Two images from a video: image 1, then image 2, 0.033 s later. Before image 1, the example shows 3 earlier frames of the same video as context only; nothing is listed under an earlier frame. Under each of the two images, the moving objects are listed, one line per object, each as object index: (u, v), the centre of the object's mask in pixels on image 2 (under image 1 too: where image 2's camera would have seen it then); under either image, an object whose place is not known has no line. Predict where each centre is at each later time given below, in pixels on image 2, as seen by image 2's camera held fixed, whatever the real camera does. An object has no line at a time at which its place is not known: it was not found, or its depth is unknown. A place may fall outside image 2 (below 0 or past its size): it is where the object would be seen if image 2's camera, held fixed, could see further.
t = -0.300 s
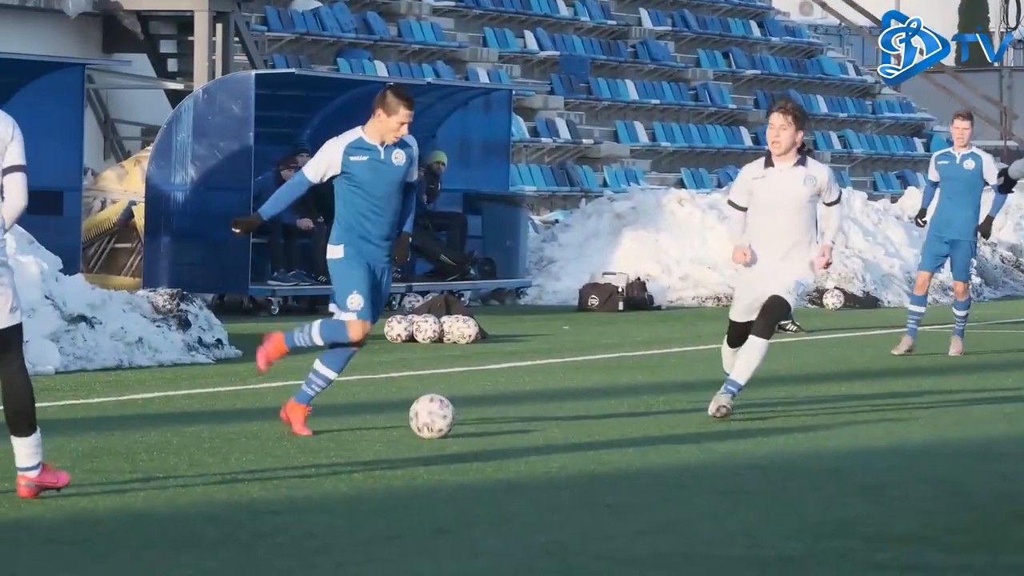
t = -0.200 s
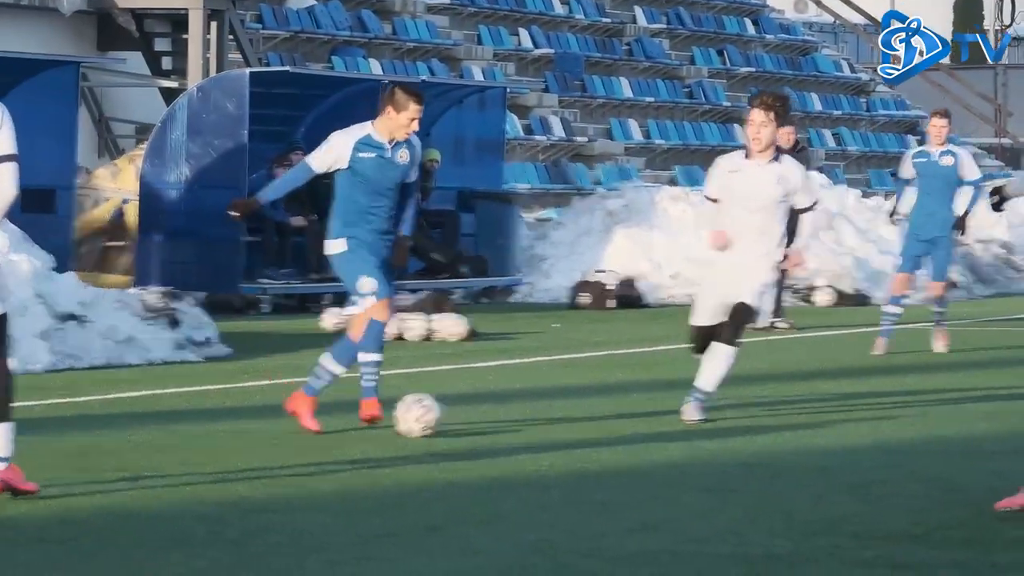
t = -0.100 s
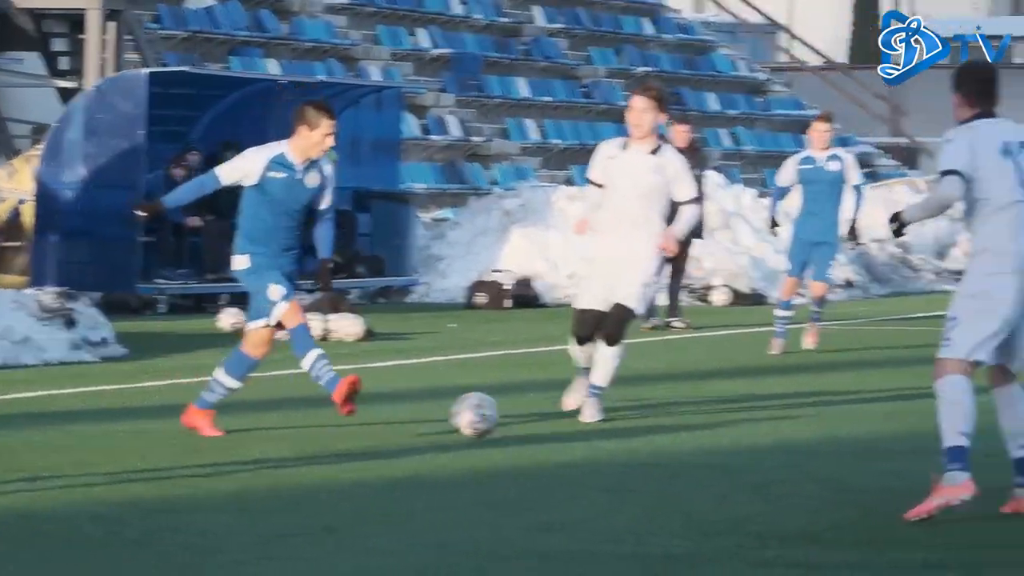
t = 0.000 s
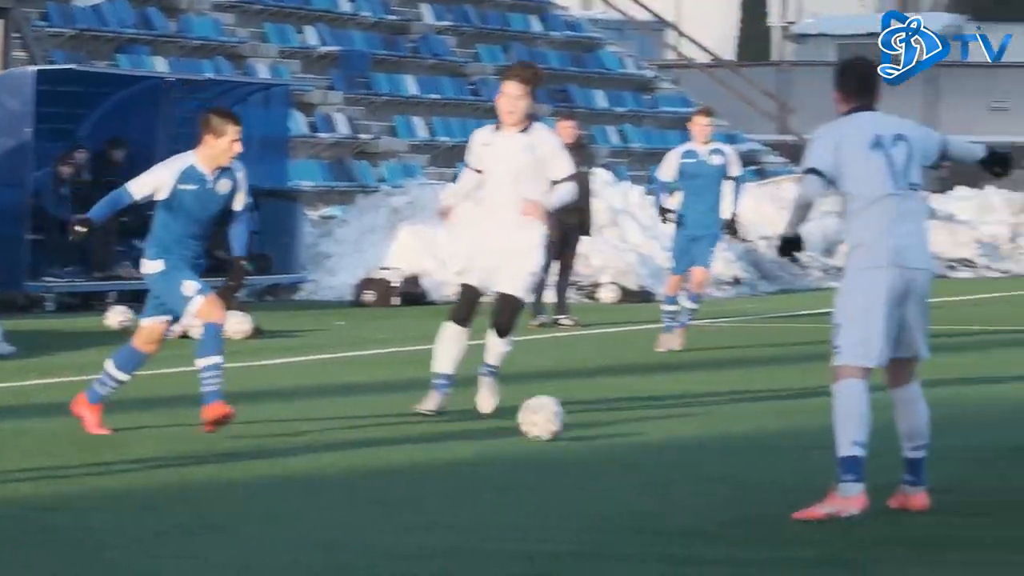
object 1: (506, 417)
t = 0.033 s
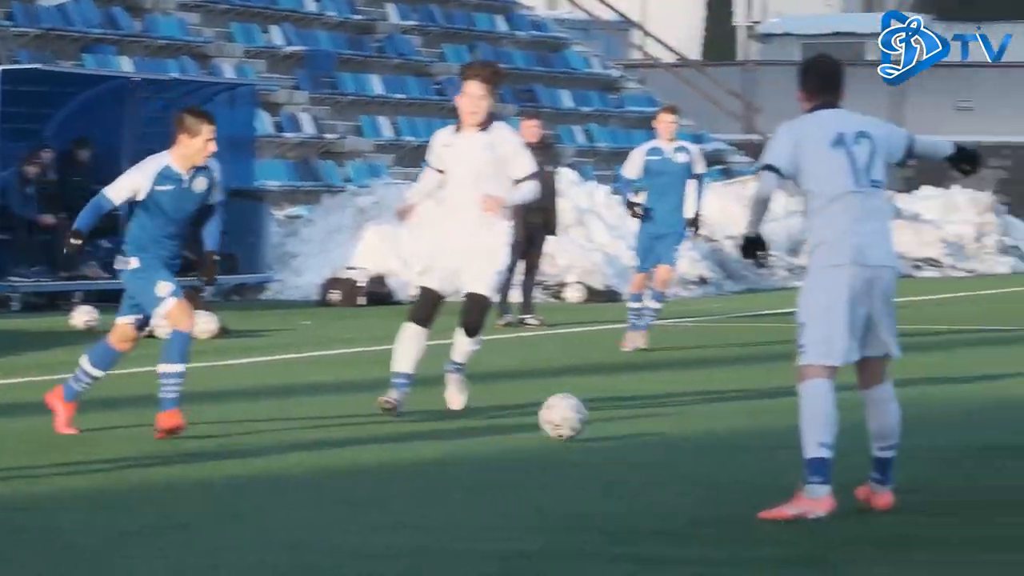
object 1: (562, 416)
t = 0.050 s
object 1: (590, 416)
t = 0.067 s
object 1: (619, 417)
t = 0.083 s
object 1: (647, 418)
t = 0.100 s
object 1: (675, 420)
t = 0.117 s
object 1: (703, 422)
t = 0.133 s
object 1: (729, 421)
